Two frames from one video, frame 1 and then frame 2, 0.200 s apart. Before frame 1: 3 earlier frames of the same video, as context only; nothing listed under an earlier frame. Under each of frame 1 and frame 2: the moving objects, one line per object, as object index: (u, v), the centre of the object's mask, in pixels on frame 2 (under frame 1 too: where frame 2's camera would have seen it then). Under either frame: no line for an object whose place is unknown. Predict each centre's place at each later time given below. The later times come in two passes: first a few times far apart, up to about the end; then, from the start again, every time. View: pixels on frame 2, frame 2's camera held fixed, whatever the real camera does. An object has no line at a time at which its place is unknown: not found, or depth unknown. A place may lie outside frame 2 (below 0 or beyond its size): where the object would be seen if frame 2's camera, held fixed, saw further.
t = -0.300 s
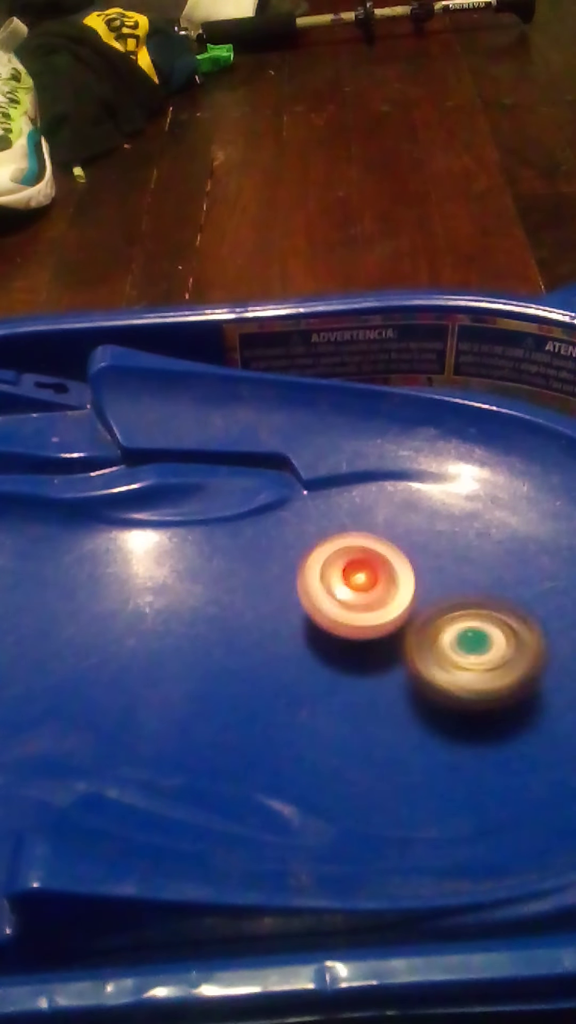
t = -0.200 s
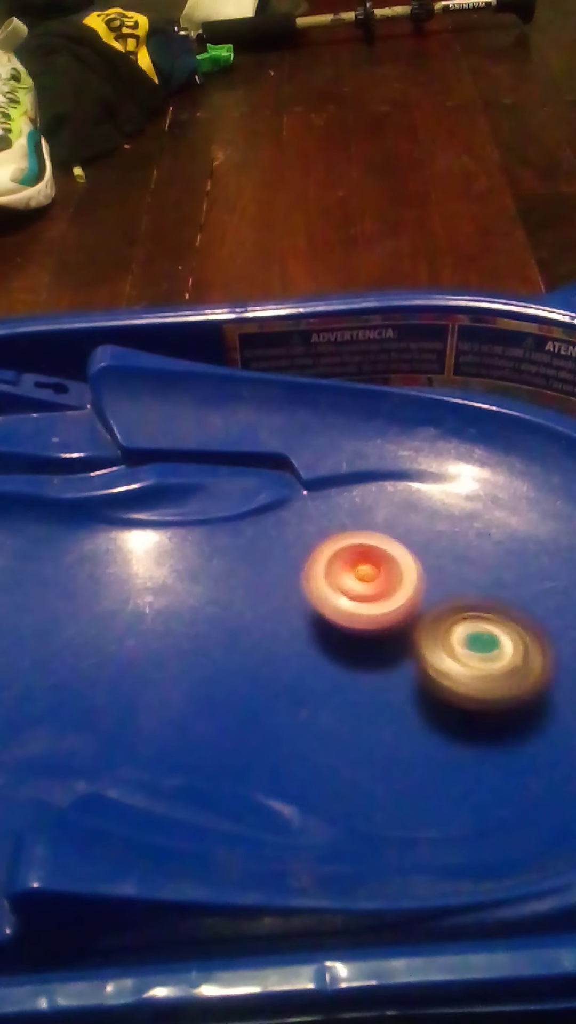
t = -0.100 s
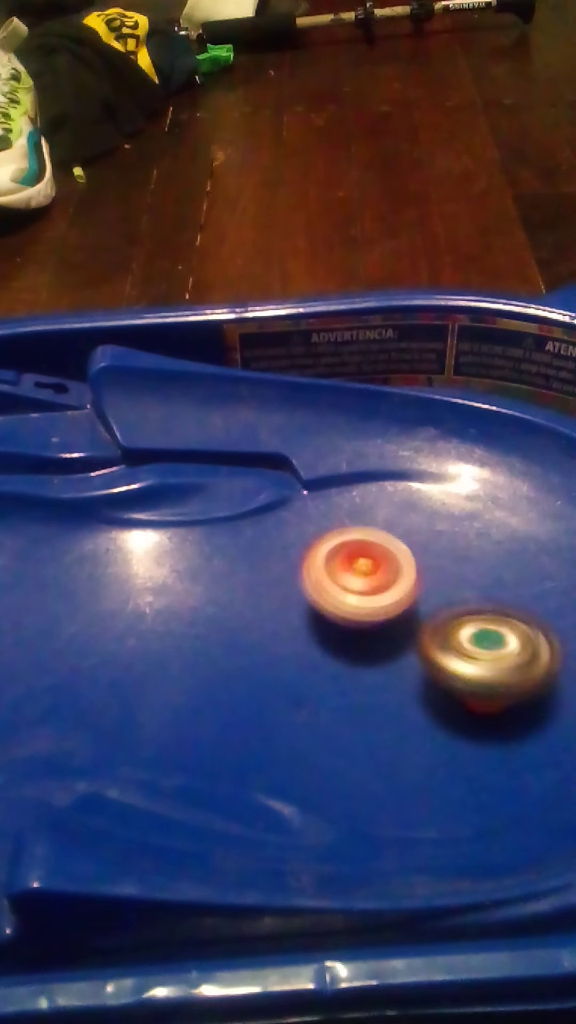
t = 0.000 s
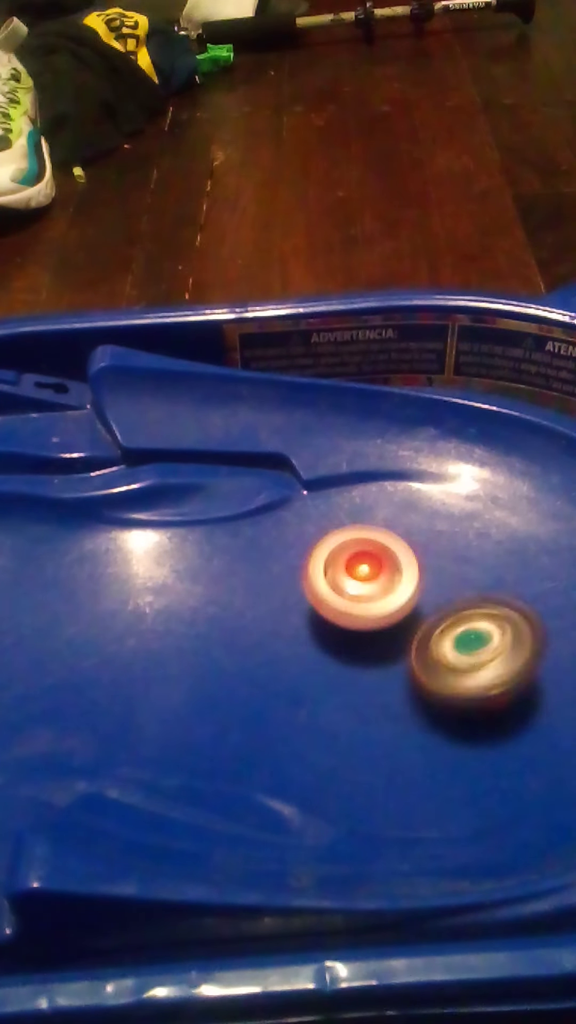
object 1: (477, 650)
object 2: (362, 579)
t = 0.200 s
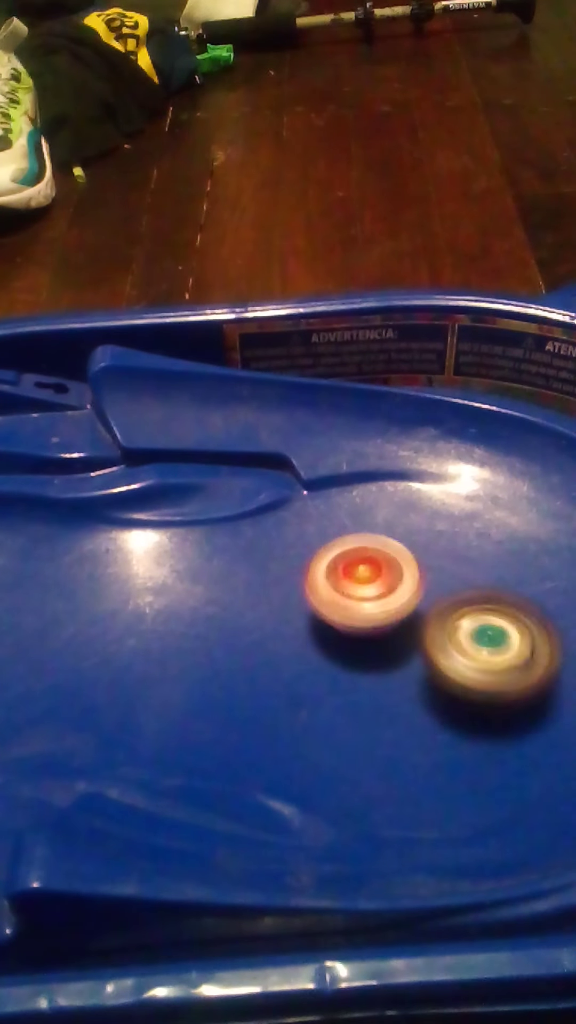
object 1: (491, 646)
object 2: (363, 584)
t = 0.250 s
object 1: (484, 645)
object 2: (361, 590)
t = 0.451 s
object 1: (476, 650)
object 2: (335, 601)
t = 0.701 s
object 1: (473, 649)
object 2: (333, 622)
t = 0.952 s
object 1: (475, 636)
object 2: (289, 600)
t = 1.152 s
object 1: (458, 621)
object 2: (304, 609)
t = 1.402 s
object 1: (449, 626)
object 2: (313, 638)
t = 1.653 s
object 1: (465, 616)
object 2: (325, 660)
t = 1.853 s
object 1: (457, 611)
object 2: (339, 656)
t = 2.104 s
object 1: (469, 597)
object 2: (335, 639)
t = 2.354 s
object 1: (485, 590)
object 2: (350, 625)
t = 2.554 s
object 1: (484, 584)
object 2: (347, 615)
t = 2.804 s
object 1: (475, 606)
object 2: (353, 624)
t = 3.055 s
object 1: (489, 616)
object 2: (335, 630)
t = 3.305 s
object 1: (494, 611)
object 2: (358, 623)
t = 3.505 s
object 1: (479, 613)
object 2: (381, 638)
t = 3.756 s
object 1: (455, 590)
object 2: (388, 649)
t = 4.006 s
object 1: (452, 599)
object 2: (341, 615)
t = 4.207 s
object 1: (457, 604)
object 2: (323, 585)
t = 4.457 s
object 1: (456, 604)
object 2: (319, 602)
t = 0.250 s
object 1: (484, 645)
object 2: (361, 590)
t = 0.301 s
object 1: (480, 645)
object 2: (351, 591)
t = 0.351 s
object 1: (481, 647)
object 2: (345, 596)
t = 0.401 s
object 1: (478, 648)
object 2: (337, 598)
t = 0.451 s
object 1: (476, 650)
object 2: (335, 601)
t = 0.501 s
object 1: (474, 653)
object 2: (335, 613)
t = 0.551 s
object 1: (473, 654)
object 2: (336, 618)
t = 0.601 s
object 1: (477, 656)
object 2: (338, 622)
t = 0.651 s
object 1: (476, 653)
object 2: (337, 623)
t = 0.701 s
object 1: (473, 649)
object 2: (333, 622)
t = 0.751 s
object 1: (475, 648)
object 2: (322, 618)
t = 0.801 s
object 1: (475, 645)
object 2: (307, 613)
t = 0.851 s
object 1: (477, 642)
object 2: (296, 609)
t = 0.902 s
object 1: (479, 639)
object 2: (289, 603)
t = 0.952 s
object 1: (475, 636)
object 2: (289, 600)
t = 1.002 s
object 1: (470, 631)
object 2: (290, 599)
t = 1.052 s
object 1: (464, 629)
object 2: (298, 601)
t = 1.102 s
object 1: (450, 625)
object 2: (310, 606)
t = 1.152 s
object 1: (458, 621)
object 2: (304, 609)
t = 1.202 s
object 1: (468, 612)
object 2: (297, 612)
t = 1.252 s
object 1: (463, 609)
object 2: (299, 621)
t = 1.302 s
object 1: (451, 611)
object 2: (297, 626)
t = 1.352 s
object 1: (446, 619)
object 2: (304, 632)
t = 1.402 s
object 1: (449, 626)
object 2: (313, 638)
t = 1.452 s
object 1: (455, 626)
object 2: (324, 643)
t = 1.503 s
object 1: (456, 623)
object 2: (330, 645)
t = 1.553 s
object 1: (459, 616)
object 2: (330, 650)
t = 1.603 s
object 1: (464, 615)
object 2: (325, 656)
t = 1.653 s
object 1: (465, 616)
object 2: (325, 660)
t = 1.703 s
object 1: (463, 617)
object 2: (321, 660)
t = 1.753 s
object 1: (458, 615)
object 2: (326, 658)
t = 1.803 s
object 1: (457, 617)
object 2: (338, 657)
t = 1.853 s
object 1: (457, 611)
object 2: (339, 656)
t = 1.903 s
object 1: (460, 610)
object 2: (336, 649)
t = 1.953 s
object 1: (466, 606)
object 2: (344, 647)
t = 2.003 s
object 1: (461, 603)
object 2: (347, 647)
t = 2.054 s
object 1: (462, 601)
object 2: (343, 641)
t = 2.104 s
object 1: (469, 597)
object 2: (335, 639)
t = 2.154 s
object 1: (469, 594)
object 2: (340, 639)
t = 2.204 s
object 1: (470, 591)
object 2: (335, 637)
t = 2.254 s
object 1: (475, 588)
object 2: (336, 626)
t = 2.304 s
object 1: (476, 591)
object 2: (349, 622)
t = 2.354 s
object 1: (485, 590)
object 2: (350, 625)
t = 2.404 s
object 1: (484, 588)
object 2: (352, 619)
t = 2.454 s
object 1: (478, 585)
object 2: (354, 614)
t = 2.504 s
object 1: (482, 586)
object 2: (351, 615)
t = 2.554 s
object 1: (484, 584)
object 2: (347, 615)
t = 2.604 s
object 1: (482, 590)
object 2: (345, 618)
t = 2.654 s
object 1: (484, 594)
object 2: (345, 621)
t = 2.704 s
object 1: (481, 595)
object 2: (344, 623)
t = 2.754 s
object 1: (478, 598)
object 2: (349, 622)
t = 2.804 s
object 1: (475, 606)
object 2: (353, 624)
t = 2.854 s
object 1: (479, 612)
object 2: (346, 628)
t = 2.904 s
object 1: (487, 610)
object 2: (336, 632)
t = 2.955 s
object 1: (491, 610)
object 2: (333, 634)
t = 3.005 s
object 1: (489, 614)
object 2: (336, 630)
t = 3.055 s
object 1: (489, 616)
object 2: (335, 630)
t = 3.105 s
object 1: (492, 619)
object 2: (336, 626)
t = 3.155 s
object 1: (488, 618)
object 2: (347, 618)
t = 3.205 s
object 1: (488, 616)
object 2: (356, 619)
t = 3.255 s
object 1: (494, 613)
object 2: (356, 622)
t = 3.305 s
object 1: (494, 611)
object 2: (358, 623)
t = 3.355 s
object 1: (486, 610)
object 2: (361, 625)
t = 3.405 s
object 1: (480, 615)
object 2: (370, 628)
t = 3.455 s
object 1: (479, 615)
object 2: (376, 631)
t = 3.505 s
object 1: (479, 613)
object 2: (381, 638)
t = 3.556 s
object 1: (476, 611)
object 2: (383, 643)
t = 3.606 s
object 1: (476, 604)
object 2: (383, 647)
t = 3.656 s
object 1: (466, 599)
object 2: (388, 648)
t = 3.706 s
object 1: (461, 593)
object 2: (389, 650)
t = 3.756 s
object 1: (455, 590)
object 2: (388, 649)
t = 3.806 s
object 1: (454, 590)
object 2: (383, 645)
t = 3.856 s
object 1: (458, 591)
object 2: (373, 639)
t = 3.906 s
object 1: (455, 598)
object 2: (362, 632)
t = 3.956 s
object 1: (453, 597)
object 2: (354, 625)
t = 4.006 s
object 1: (452, 599)
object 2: (341, 615)
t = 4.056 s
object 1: (451, 600)
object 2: (329, 602)
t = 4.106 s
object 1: (453, 602)
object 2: (325, 593)
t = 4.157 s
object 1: (456, 604)
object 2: (322, 587)
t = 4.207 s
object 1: (457, 604)
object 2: (323, 585)
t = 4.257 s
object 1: (455, 604)
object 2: (325, 585)
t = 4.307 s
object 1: (454, 603)
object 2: (327, 587)
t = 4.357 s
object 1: (454, 603)
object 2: (327, 592)
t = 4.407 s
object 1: (455, 604)
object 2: (325, 598)
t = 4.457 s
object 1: (456, 604)
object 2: (319, 602)
